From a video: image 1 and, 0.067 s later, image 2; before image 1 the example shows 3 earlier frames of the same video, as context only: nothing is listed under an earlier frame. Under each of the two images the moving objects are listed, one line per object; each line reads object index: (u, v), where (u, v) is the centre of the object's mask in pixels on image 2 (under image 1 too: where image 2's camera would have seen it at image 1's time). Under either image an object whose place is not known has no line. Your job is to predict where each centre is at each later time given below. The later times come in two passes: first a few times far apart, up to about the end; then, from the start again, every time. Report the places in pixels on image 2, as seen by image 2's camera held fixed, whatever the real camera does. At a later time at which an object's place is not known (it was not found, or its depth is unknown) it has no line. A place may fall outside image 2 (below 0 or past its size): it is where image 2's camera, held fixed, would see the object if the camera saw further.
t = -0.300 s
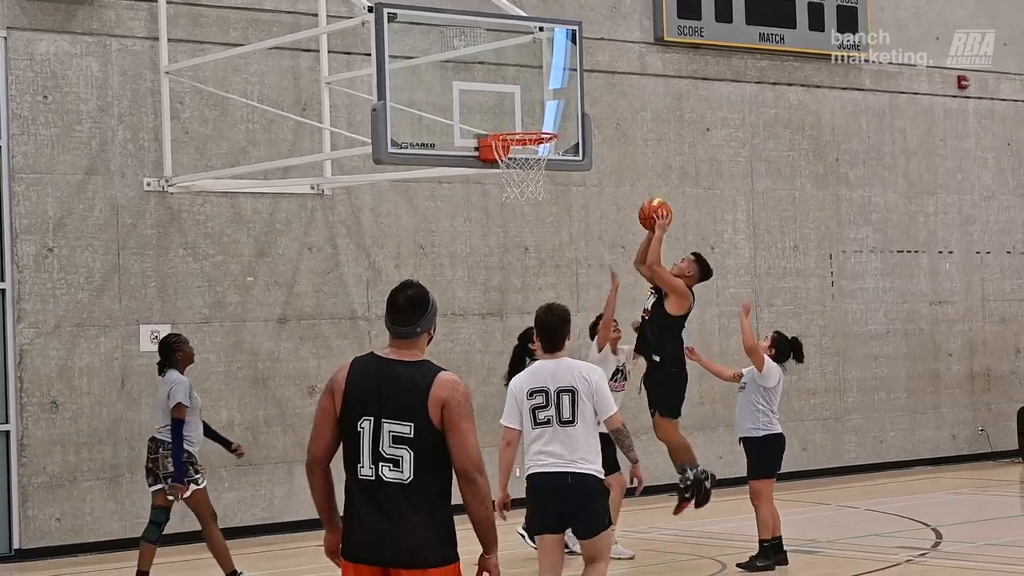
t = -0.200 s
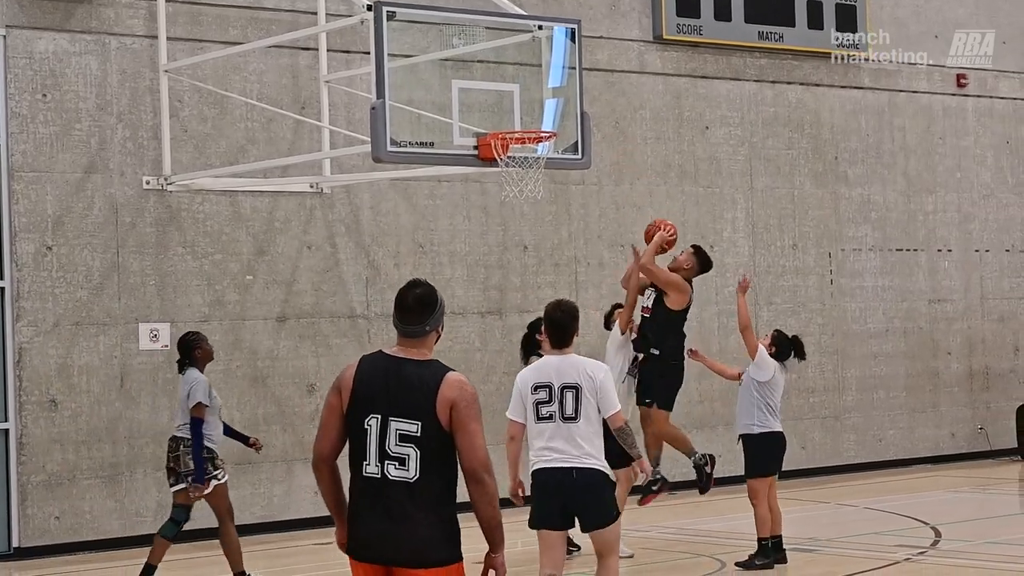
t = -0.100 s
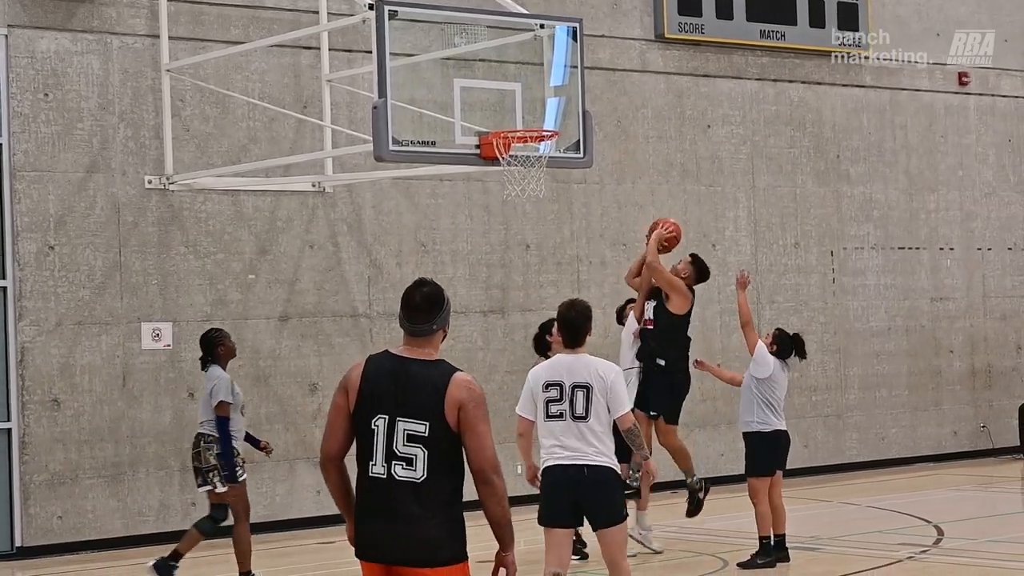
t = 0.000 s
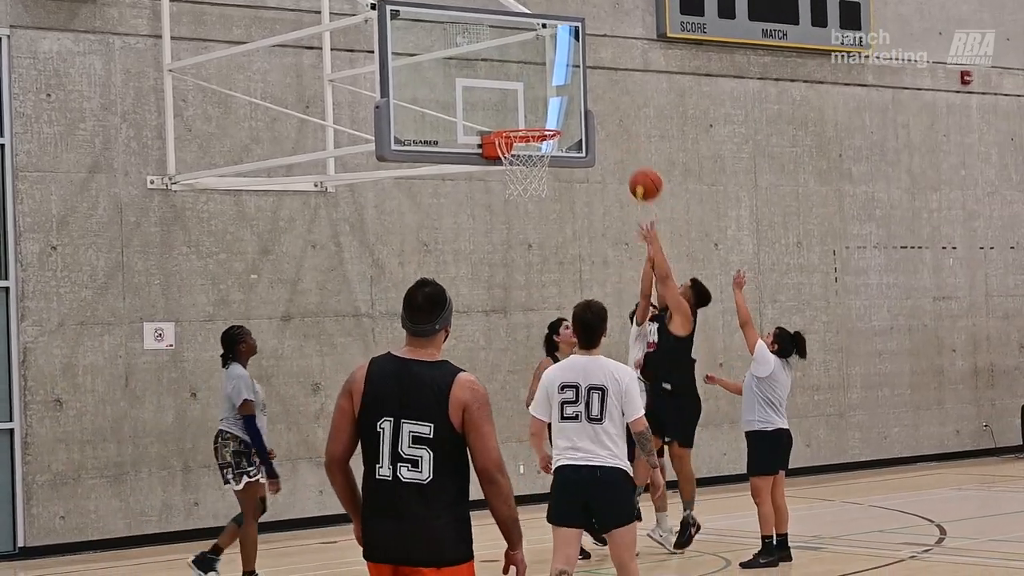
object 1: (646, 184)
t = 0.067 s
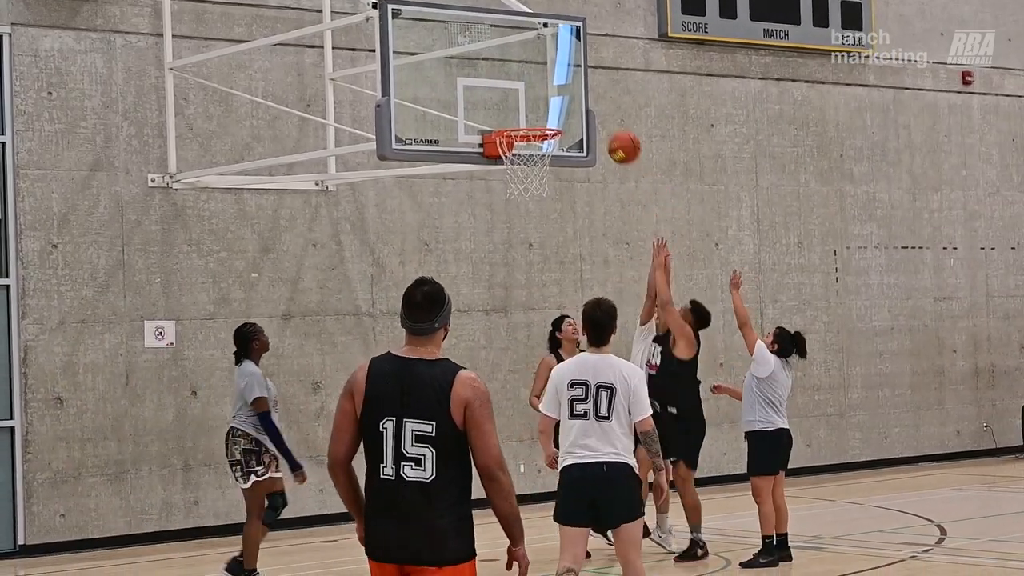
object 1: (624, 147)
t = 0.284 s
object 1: (552, 71)
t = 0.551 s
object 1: (520, 71)
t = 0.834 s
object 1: (532, 156)
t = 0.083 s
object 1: (618, 139)
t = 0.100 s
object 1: (613, 131)
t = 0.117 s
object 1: (607, 124)
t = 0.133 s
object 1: (602, 117)
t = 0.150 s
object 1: (596, 110)
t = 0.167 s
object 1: (591, 104)
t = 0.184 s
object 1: (585, 98)
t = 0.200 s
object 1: (580, 93)
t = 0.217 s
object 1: (574, 87)
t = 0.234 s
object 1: (569, 83)
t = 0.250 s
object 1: (564, 78)
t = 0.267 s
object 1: (558, 74)
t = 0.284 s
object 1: (552, 71)
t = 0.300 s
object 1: (547, 67)
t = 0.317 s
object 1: (542, 65)
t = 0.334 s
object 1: (537, 62)
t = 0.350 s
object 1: (532, 60)
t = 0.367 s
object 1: (526, 59)
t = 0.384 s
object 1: (521, 57)
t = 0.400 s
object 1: (516, 56)
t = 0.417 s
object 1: (516, 56)
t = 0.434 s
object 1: (517, 57)
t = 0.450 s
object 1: (517, 58)
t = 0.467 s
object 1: (518, 59)
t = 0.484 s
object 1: (518, 61)
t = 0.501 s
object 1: (519, 62)
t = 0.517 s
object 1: (519, 65)
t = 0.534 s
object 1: (520, 68)
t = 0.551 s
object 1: (520, 71)
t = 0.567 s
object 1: (520, 74)
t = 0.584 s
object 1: (521, 78)
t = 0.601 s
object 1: (522, 83)
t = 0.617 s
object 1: (522, 88)
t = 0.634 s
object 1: (523, 93)
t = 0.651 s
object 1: (524, 99)
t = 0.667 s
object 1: (524, 104)
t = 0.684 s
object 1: (525, 111)
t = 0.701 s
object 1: (526, 115)
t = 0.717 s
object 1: (526, 119)
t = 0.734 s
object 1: (527, 121)
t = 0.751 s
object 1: (529, 133)
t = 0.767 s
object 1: (530, 136)
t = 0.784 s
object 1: (532, 143)
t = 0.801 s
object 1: (531, 145)
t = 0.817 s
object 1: (531, 151)
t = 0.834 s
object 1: (532, 156)
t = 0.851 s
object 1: (533, 161)
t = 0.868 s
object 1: (534, 166)
